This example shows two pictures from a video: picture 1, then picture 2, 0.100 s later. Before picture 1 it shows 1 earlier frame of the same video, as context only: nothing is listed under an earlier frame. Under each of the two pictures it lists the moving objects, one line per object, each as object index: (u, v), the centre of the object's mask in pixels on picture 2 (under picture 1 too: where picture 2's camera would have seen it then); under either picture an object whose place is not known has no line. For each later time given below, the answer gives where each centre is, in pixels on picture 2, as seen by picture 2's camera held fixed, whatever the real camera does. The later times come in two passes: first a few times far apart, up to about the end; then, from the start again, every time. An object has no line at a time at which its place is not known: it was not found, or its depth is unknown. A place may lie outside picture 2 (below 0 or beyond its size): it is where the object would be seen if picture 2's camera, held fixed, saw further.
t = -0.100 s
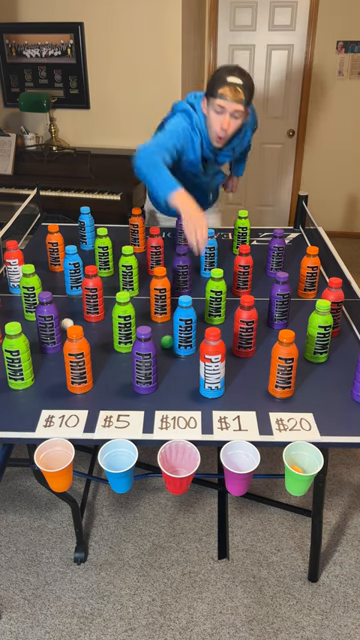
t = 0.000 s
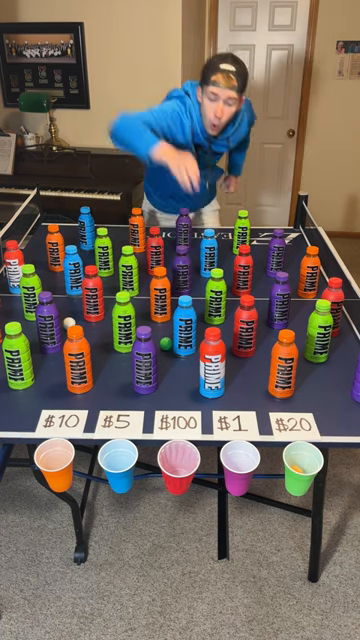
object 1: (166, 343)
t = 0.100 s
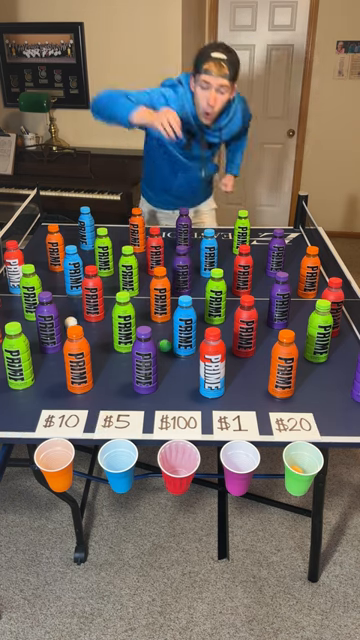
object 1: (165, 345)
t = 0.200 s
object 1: (164, 348)
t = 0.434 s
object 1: (162, 358)
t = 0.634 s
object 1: (161, 367)
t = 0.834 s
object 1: (164, 371)
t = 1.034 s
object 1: (172, 375)
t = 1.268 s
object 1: (179, 383)
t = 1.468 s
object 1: (183, 392)
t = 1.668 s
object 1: (185, 404)
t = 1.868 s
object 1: (184, 418)
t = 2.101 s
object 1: (181, 433)
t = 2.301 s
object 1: (180, 472)
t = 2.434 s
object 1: (181, 471)
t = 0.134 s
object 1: (164, 346)
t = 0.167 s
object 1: (164, 347)
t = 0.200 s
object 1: (164, 348)
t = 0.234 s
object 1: (163, 350)
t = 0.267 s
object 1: (163, 351)
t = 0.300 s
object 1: (163, 352)
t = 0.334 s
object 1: (163, 354)
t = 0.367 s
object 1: (162, 355)
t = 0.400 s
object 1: (162, 356)
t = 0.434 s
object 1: (162, 358)
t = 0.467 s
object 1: (162, 359)
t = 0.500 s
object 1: (161, 360)
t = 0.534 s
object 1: (161, 362)
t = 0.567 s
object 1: (161, 363)
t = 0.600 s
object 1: (161, 365)
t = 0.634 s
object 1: (161, 367)
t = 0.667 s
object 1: (160, 368)
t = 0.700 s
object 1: (160, 370)
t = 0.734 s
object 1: (161, 370)
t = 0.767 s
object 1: (162, 370)
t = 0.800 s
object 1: (163, 371)
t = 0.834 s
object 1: (164, 371)
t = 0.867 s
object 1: (165, 372)
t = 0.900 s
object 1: (166, 372)
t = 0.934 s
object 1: (168, 373)
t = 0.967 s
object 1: (169, 373)
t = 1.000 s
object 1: (171, 374)
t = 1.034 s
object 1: (172, 375)
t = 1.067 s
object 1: (173, 376)
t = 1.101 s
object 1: (174, 377)
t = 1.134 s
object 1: (175, 378)
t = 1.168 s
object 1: (176, 379)
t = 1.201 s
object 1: (177, 380)
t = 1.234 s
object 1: (178, 381)
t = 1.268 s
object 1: (179, 383)
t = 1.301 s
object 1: (180, 384)
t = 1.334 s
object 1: (181, 385)
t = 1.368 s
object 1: (181, 387)
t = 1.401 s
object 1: (182, 389)
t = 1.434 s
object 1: (182, 390)
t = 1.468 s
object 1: (183, 392)
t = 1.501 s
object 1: (183, 394)
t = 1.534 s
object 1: (184, 396)
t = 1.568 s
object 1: (184, 398)
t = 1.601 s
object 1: (184, 400)
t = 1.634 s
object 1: (184, 402)
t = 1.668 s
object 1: (185, 404)
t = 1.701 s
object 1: (184, 407)
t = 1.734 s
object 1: (184, 408)
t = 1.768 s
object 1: (185, 410)
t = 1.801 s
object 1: (184, 414)
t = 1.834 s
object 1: (184, 416)
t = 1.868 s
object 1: (184, 418)
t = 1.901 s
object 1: (183, 421)
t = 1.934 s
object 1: (183, 424)
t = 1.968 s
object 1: (182, 428)
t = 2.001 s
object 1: (182, 430)
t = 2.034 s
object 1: (182, 431)
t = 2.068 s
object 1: (182, 431)
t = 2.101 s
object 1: (181, 433)
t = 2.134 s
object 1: (181, 435)
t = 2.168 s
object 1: (180, 440)
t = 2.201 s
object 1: (179, 448)
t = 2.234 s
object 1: (178, 459)
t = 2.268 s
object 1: (178, 470)
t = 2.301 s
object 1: (180, 472)
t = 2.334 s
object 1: (180, 472)
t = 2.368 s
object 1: (180, 470)
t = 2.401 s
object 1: (180, 469)
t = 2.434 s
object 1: (181, 471)
